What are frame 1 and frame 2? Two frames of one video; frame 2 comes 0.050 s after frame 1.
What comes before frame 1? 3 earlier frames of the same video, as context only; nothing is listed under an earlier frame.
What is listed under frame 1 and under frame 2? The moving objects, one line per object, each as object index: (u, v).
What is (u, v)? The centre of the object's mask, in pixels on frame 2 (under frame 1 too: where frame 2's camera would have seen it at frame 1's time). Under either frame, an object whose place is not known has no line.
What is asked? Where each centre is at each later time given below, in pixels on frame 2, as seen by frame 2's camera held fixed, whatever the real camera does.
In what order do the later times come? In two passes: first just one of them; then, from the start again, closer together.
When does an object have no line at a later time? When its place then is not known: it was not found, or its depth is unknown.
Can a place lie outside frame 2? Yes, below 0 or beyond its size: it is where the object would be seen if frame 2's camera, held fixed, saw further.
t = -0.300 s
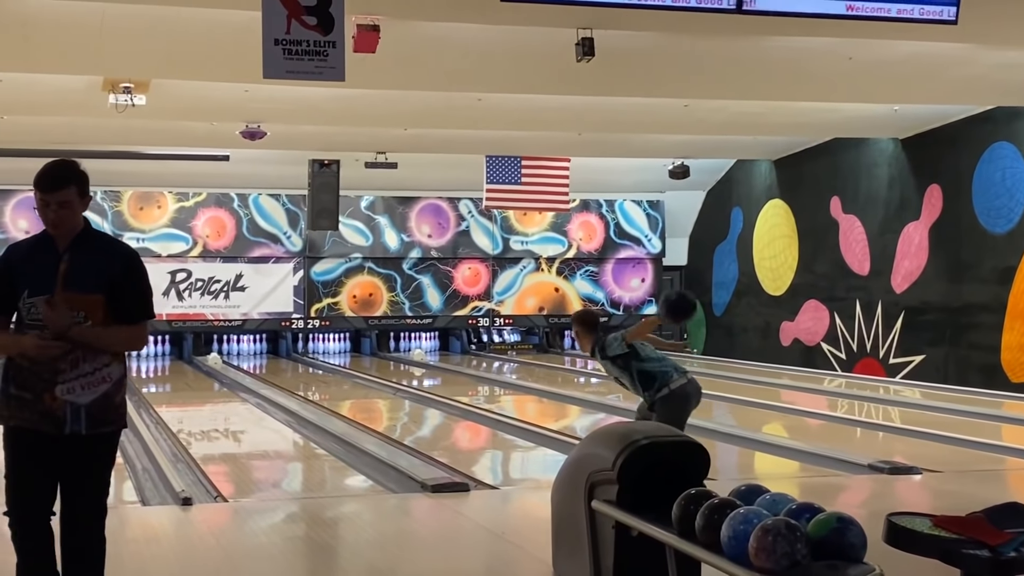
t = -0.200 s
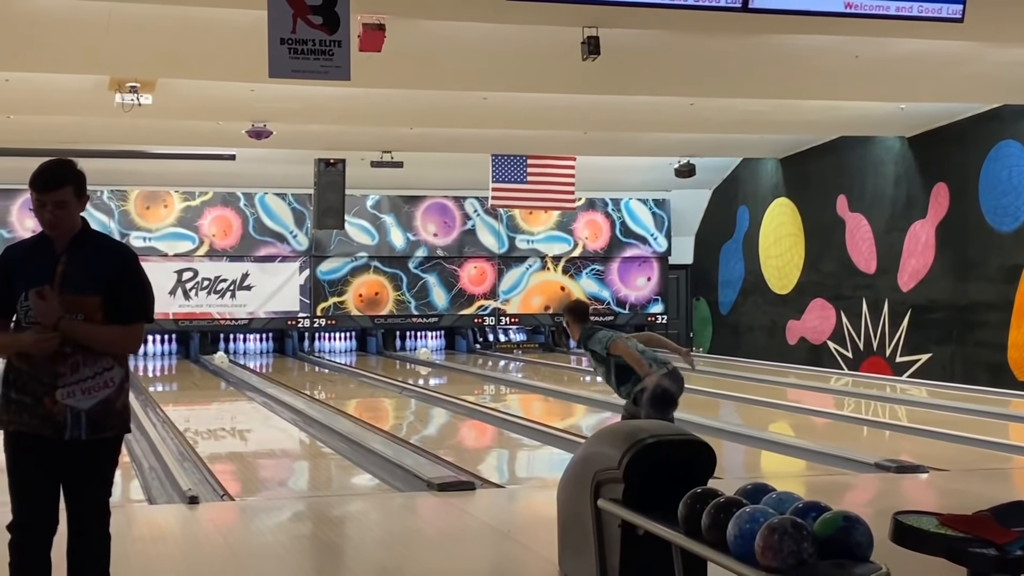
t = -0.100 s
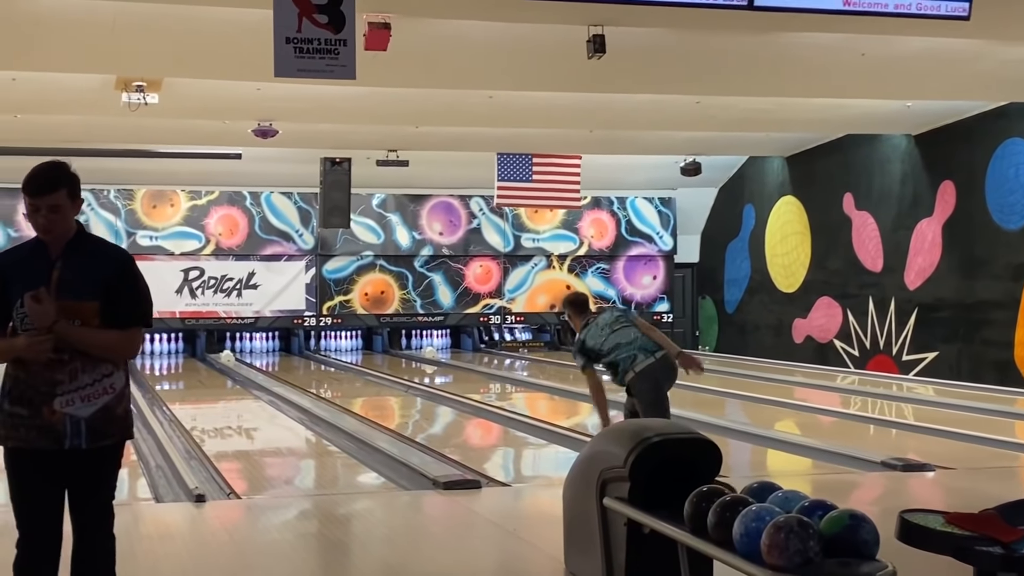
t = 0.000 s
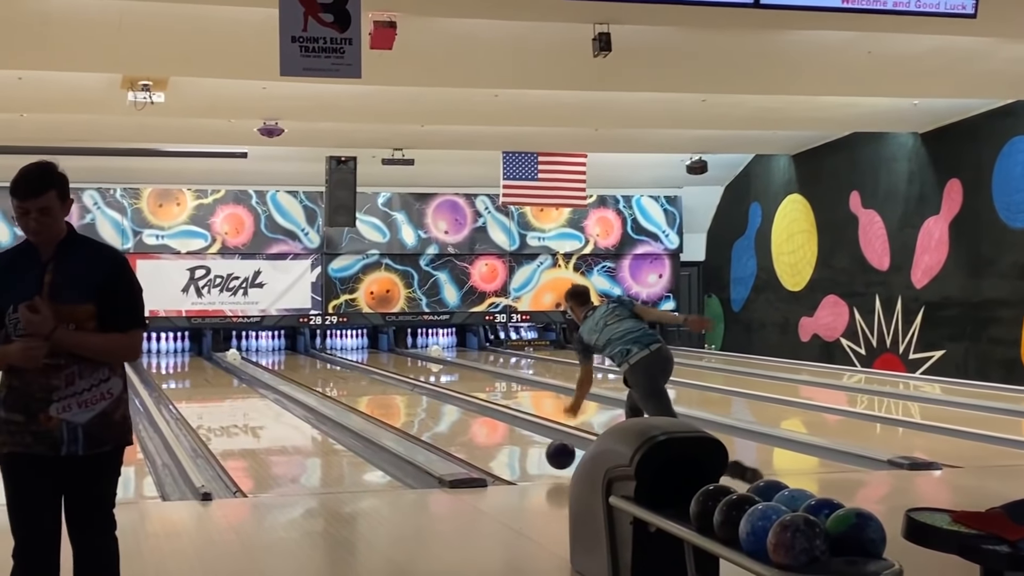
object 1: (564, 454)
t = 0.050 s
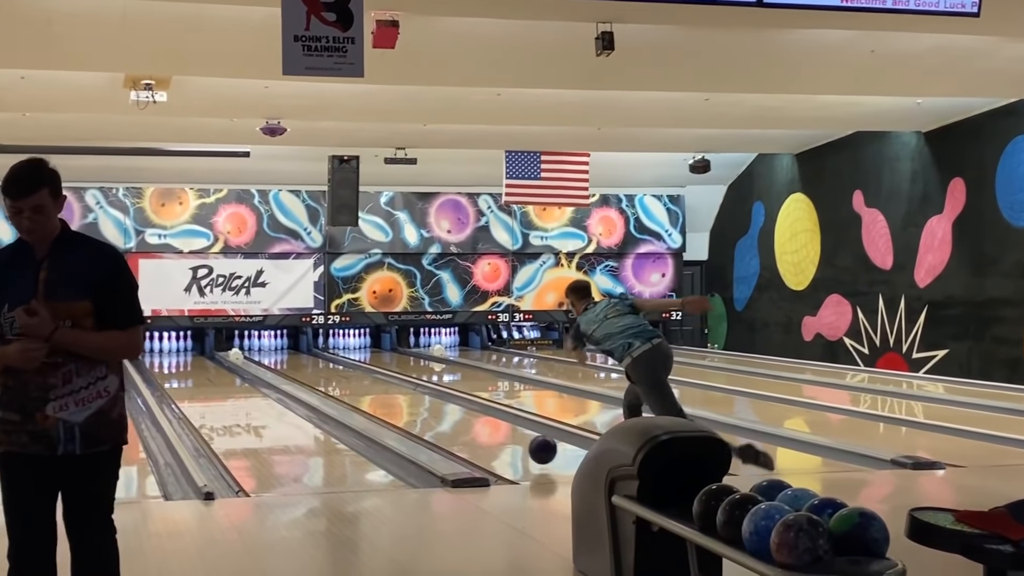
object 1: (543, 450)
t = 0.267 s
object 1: (469, 428)
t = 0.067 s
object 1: (536, 449)
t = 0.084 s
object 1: (529, 449)
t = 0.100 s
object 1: (523, 447)
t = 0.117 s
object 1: (517, 445)
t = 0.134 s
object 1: (511, 443)
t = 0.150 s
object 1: (505, 441)
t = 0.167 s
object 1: (500, 439)
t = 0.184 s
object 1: (494, 437)
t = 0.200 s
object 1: (489, 435)
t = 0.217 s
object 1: (484, 433)
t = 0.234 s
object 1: (478, 431)
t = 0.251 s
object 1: (474, 429)
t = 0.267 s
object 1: (469, 428)
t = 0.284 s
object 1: (464, 426)
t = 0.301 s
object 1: (460, 424)
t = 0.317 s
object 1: (456, 423)
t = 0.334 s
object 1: (451, 421)
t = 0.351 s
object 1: (447, 420)
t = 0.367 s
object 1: (442, 418)
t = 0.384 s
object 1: (438, 416)
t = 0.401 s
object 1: (434, 415)
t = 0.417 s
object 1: (431, 413)
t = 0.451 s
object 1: (423, 411)
